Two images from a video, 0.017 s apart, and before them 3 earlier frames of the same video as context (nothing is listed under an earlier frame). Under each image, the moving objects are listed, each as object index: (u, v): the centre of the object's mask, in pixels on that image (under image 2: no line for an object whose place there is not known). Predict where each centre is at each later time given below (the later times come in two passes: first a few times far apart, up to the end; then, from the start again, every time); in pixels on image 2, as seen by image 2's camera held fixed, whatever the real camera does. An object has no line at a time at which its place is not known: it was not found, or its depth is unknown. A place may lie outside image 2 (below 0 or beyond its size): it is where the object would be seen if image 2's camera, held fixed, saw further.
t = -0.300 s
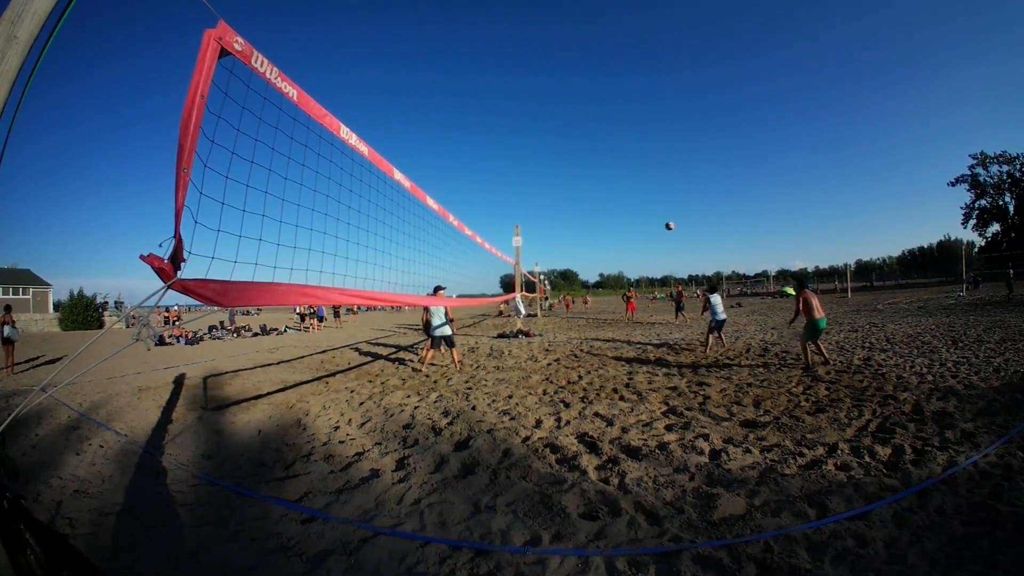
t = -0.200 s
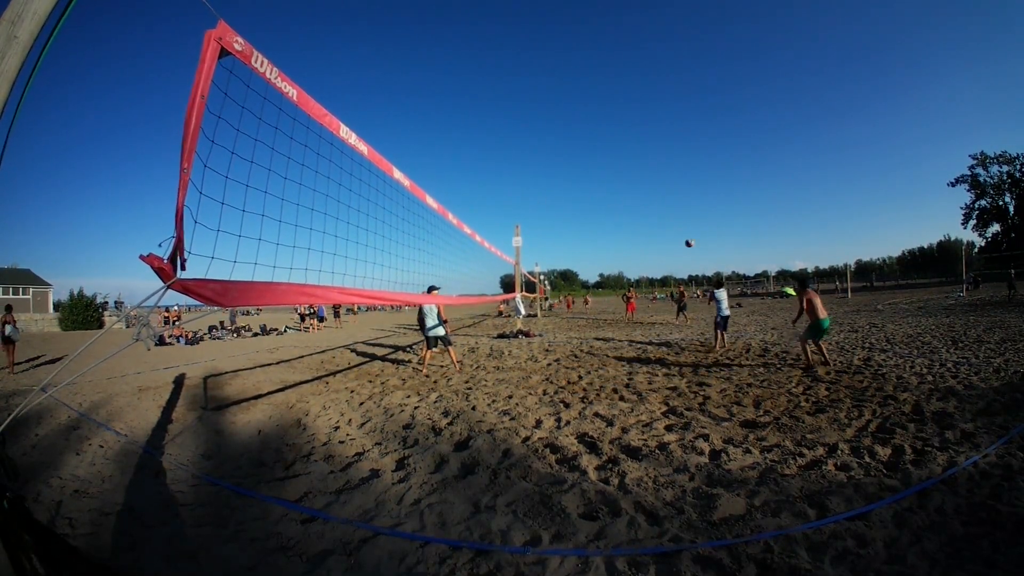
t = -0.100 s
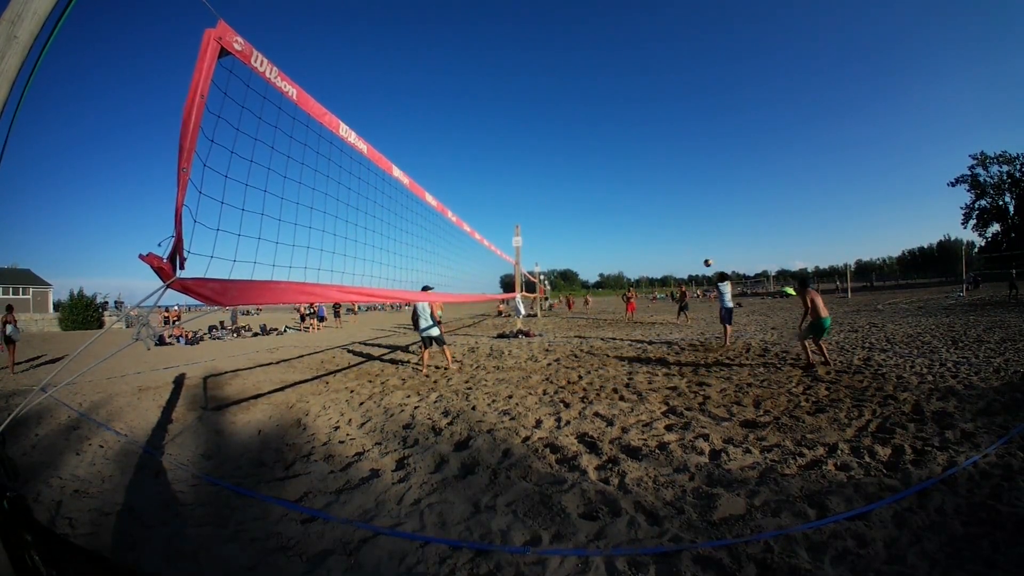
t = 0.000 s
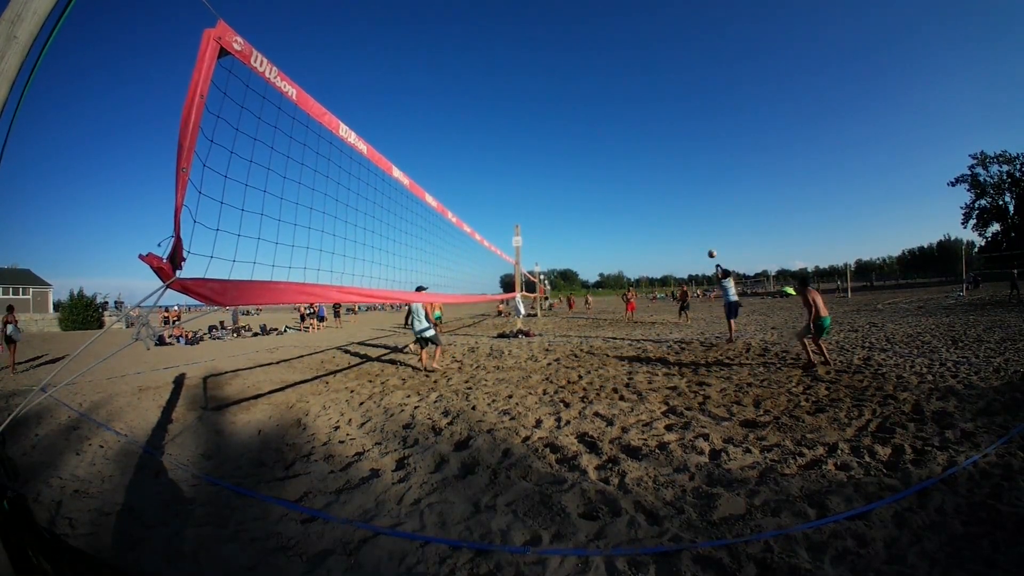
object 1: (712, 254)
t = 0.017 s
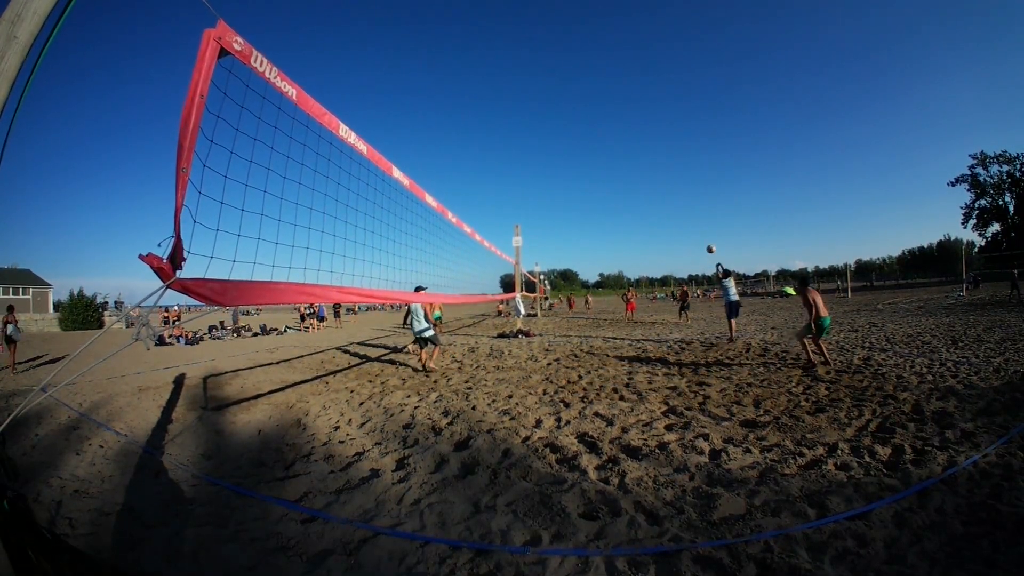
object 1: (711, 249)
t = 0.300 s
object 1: (688, 176)
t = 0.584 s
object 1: (663, 130)
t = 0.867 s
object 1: (638, 115)
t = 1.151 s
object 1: (614, 138)
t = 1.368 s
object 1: (595, 195)
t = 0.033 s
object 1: (710, 244)
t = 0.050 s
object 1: (708, 239)
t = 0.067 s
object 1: (707, 234)
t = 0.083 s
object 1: (706, 230)
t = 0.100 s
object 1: (704, 225)
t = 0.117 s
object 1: (703, 221)
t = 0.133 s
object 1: (702, 216)
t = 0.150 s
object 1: (701, 212)
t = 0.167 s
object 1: (700, 208)
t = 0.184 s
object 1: (698, 203)
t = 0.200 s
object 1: (697, 199)
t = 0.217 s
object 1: (695, 195)
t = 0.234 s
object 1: (694, 191)
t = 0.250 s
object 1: (692, 187)
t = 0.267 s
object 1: (691, 184)
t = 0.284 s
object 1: (689, 180)
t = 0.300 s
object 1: (688, 176)
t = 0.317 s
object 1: (686, 172)
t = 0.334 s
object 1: (685, 169)
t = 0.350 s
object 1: (683, 166)
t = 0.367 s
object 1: (682, 163)
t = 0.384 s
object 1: (680, 160)
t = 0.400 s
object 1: (679, 157)
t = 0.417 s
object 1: (677, 154)
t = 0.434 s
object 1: (676, 151)
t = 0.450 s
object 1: (675, 148)
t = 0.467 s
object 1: (673, 146)
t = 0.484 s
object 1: (671, 143)
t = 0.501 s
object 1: (670, 141)
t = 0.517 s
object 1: (668, 139)
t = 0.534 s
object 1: (667, 136)
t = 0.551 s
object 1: (665, 134)
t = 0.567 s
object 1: (664, 132)
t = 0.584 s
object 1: (663, 130)
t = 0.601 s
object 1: (661, 128)
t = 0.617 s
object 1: (660, 127)
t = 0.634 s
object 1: (658, 125)
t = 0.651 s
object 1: (657, 123)
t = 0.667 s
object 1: (655, 122)
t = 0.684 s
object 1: (654, 121)
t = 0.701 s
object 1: (652, 120)
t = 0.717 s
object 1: (651, 119)
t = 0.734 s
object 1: (650, 118)
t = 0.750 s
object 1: (648, 117)
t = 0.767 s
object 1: (647, 116)
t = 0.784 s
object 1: (645, 116)
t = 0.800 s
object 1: (643, 115)
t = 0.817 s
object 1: (642, 115)
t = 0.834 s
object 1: (641, 115)
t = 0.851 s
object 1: (639, 115)
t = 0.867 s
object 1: (638, 115)
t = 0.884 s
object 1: (637, 115)
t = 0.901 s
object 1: (635, 115)
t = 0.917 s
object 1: (634, 116)
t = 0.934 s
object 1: (632, 116)
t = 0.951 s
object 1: (631, 117)
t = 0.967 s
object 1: (630, 118)
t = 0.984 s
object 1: (628, 119)
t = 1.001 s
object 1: (627, 121)
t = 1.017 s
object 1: (626, 122)
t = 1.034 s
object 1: (624, 123)
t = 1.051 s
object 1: (623, 125)
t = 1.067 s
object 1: (621, 126)
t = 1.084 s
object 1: (620, 128)
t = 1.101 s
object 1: (618, 131)
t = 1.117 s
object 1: (616, 133)
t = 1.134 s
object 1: (615, 136)
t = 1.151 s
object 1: (614, 138)
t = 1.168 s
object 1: (612, 141)
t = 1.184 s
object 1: (611, 145)
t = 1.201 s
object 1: (610, 148)
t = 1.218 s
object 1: (608, 151)
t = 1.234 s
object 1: (607, 155)
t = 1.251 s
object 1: (605, 159)
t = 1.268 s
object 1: (604, 164)
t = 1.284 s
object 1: (602, 168)
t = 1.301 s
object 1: (601, 173)
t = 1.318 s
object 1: (599, 178)
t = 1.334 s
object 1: (598, 183)
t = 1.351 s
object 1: (597, 189)
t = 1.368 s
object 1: (595, 195)
